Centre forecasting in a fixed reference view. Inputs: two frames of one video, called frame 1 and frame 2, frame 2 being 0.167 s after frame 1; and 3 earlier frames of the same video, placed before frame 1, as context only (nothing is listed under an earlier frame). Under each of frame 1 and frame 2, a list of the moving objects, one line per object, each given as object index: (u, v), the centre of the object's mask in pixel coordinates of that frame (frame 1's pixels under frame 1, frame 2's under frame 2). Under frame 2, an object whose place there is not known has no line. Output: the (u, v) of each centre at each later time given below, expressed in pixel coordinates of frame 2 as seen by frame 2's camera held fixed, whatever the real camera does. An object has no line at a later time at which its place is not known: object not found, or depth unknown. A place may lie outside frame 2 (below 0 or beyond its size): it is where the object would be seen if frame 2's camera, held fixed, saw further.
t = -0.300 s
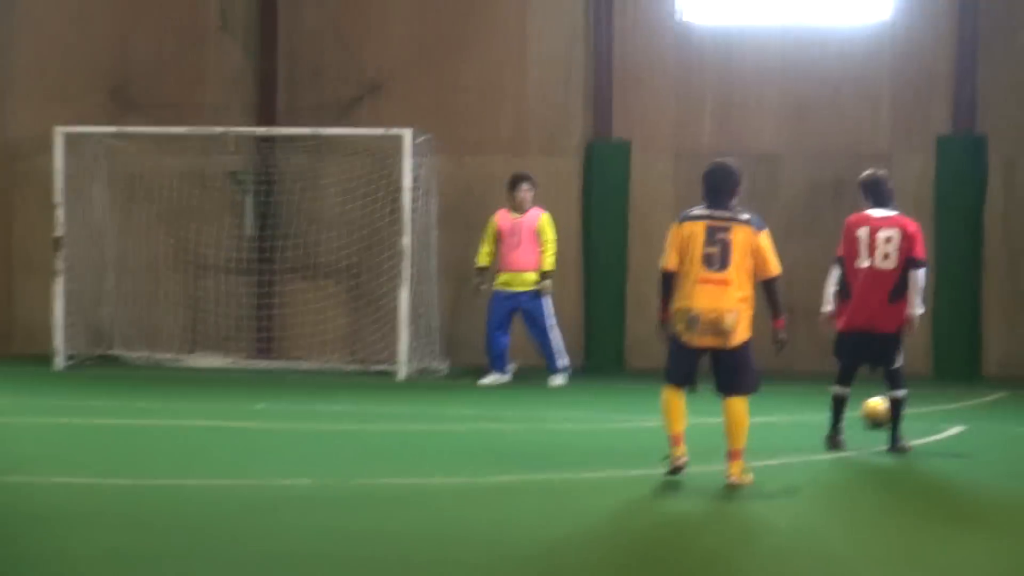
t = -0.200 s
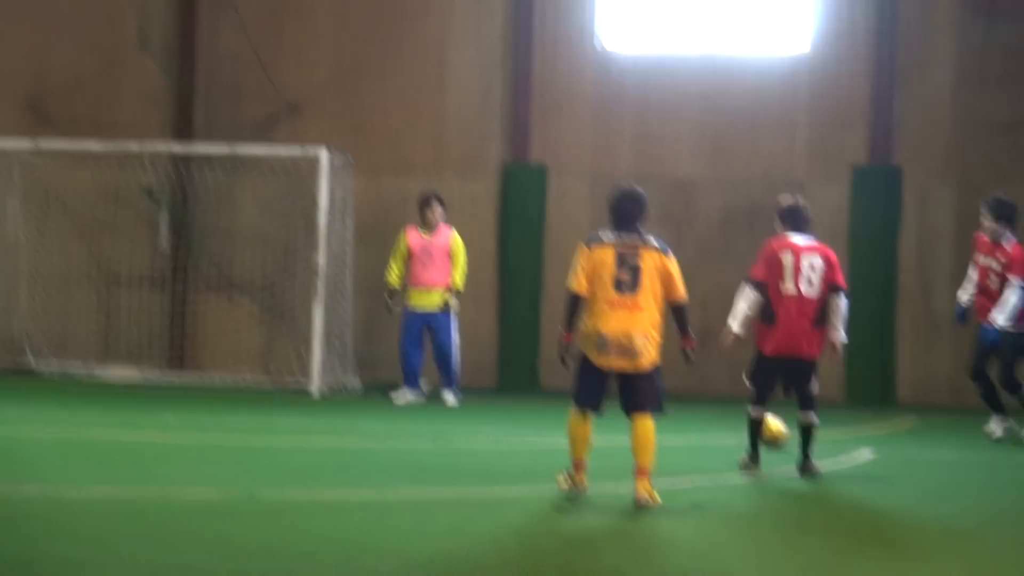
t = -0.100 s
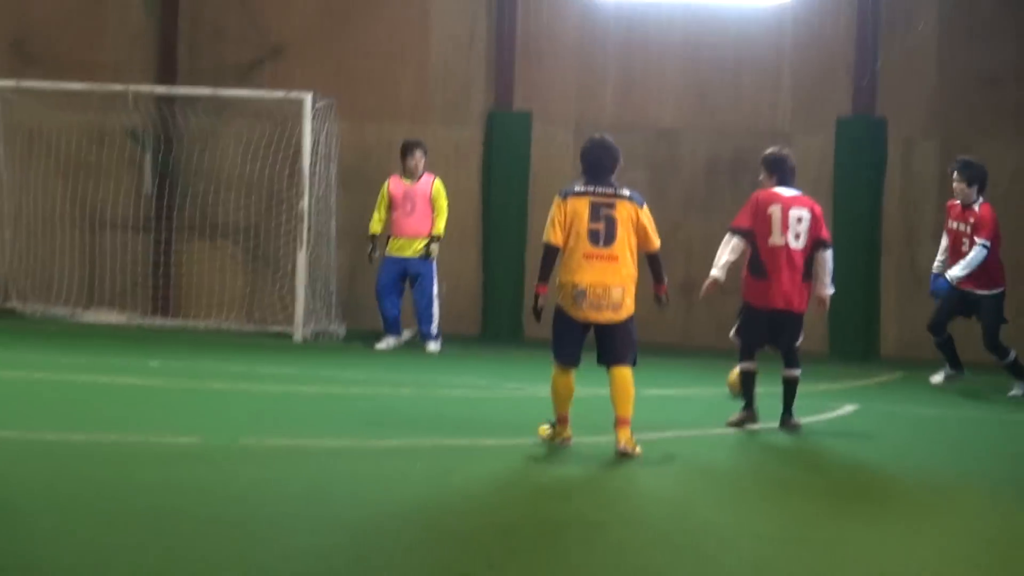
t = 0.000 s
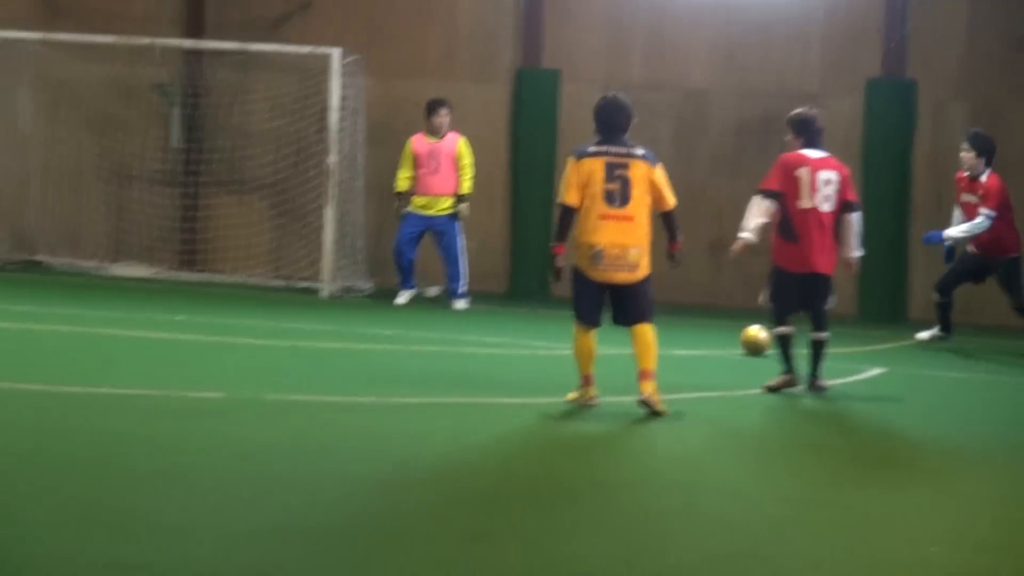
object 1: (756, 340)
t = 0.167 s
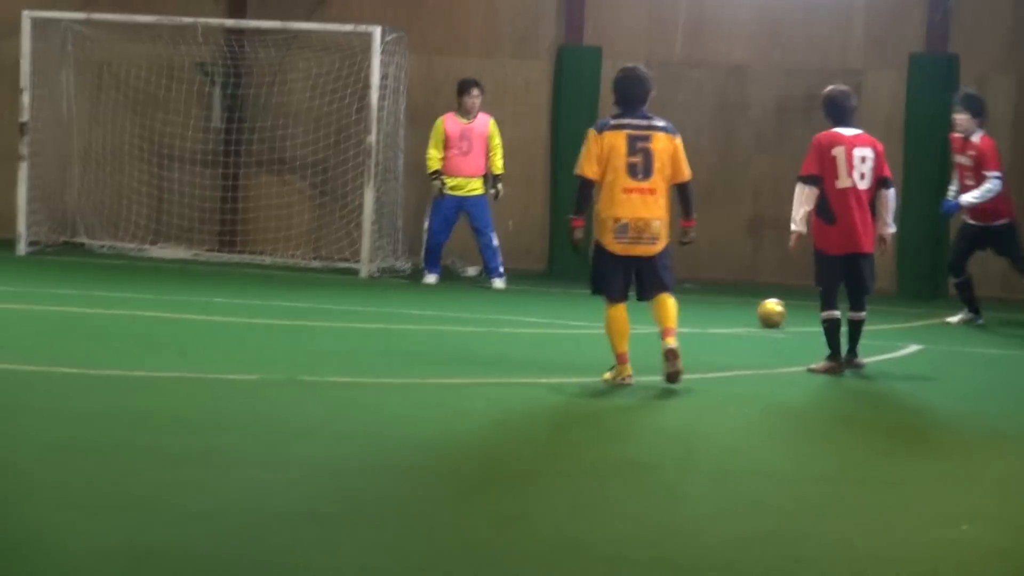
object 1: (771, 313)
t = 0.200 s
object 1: (766, 313)
